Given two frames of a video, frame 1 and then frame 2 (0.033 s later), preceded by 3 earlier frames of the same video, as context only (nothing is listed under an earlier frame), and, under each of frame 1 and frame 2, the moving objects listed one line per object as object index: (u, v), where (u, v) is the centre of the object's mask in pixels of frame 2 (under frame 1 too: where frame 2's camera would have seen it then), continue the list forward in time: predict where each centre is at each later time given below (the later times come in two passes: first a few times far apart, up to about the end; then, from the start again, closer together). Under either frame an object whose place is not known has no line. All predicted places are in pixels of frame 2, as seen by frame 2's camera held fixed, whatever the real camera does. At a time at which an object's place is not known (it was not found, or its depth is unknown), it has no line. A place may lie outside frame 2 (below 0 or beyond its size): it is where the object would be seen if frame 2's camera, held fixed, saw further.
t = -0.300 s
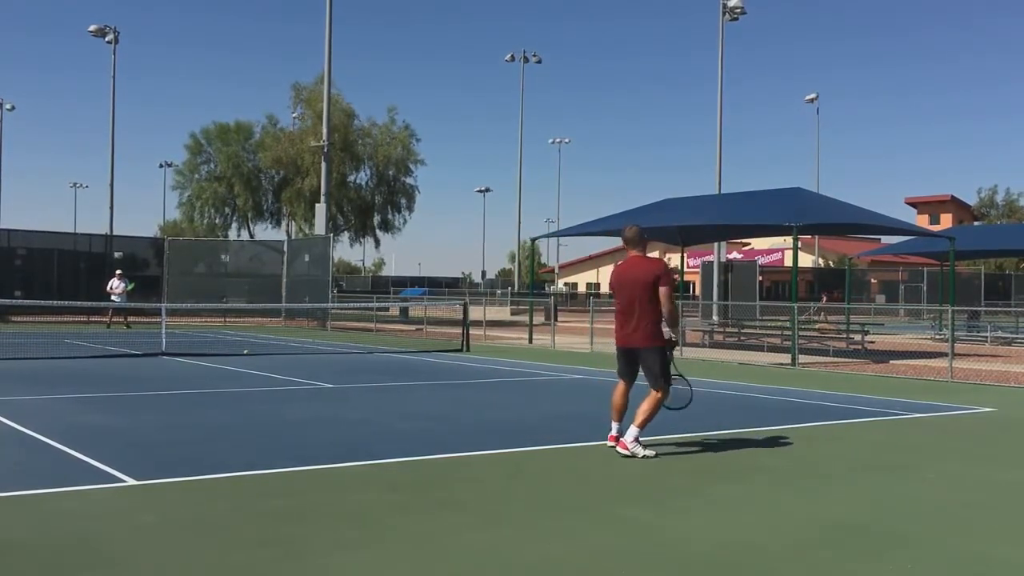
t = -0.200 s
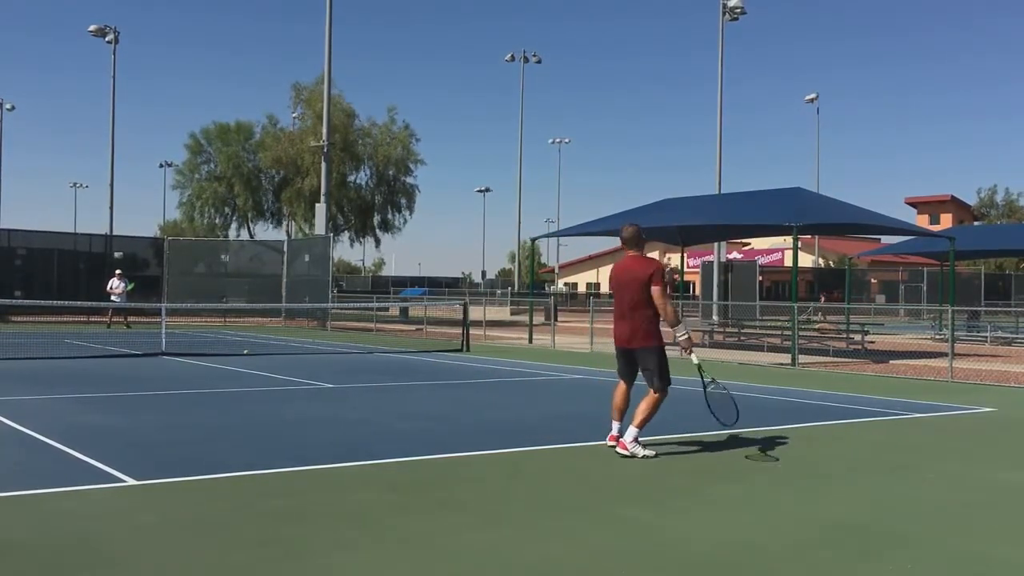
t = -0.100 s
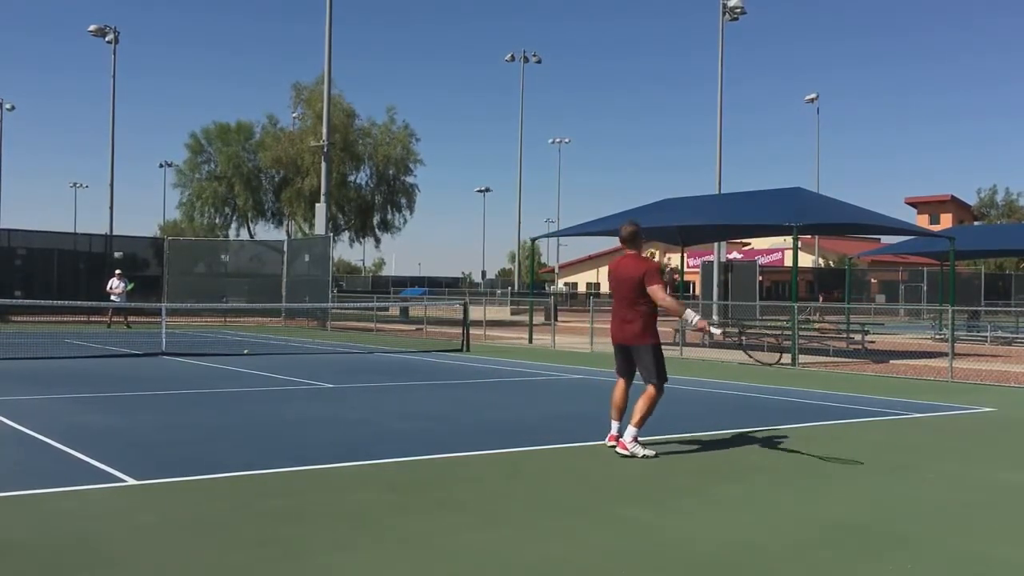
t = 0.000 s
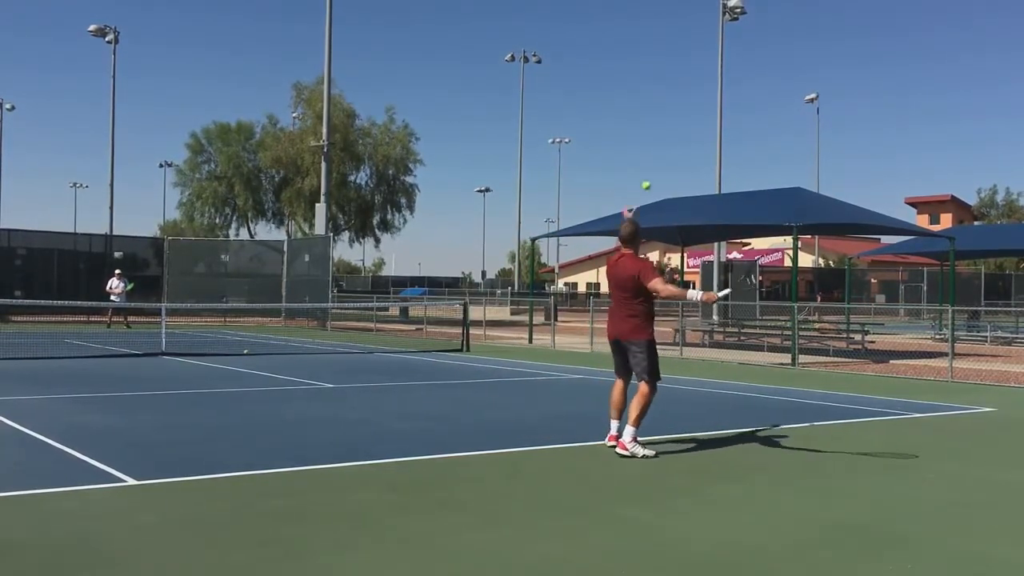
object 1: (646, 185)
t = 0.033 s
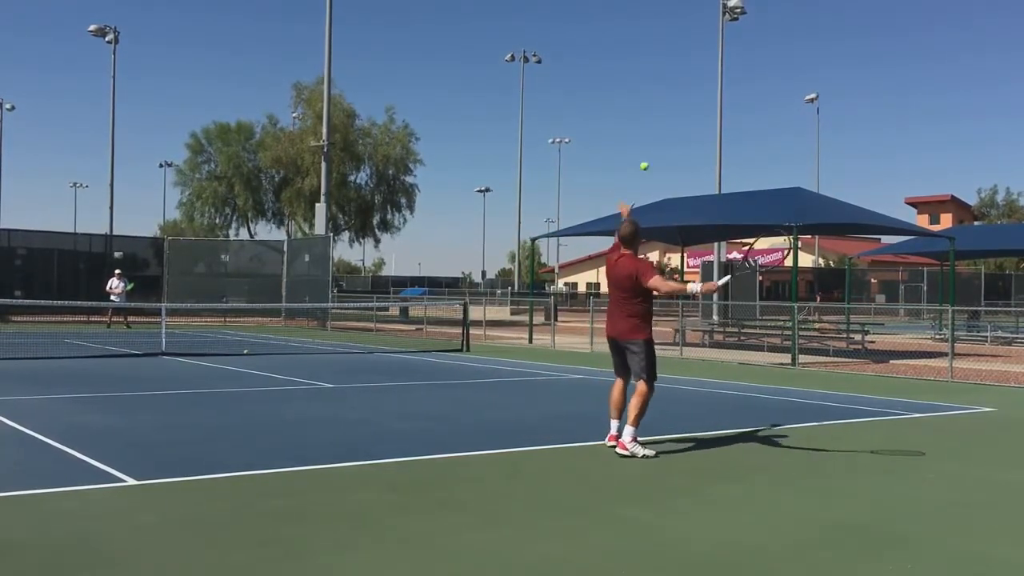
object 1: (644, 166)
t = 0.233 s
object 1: (634, 78)
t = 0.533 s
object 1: (620, 38)
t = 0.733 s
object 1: (611, 72)
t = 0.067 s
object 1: (642, 148)
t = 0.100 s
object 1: (641, 132)
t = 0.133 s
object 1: (639, 116)
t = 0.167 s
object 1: (637, 102)
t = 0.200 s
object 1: (636, 90)
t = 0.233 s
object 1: (634, 78)
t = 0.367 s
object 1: (628, 47)
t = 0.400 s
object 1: (626, 43)
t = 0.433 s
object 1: (625, 40)
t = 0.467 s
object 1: (623, 38)
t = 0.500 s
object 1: (622, 38)
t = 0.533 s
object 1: (620, 38)
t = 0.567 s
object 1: (619, 40)
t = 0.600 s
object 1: (617, 44)
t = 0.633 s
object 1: (616, 49)
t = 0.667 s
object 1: (615, 55)
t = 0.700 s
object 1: (613, 63)
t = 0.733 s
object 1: (611, 72)
